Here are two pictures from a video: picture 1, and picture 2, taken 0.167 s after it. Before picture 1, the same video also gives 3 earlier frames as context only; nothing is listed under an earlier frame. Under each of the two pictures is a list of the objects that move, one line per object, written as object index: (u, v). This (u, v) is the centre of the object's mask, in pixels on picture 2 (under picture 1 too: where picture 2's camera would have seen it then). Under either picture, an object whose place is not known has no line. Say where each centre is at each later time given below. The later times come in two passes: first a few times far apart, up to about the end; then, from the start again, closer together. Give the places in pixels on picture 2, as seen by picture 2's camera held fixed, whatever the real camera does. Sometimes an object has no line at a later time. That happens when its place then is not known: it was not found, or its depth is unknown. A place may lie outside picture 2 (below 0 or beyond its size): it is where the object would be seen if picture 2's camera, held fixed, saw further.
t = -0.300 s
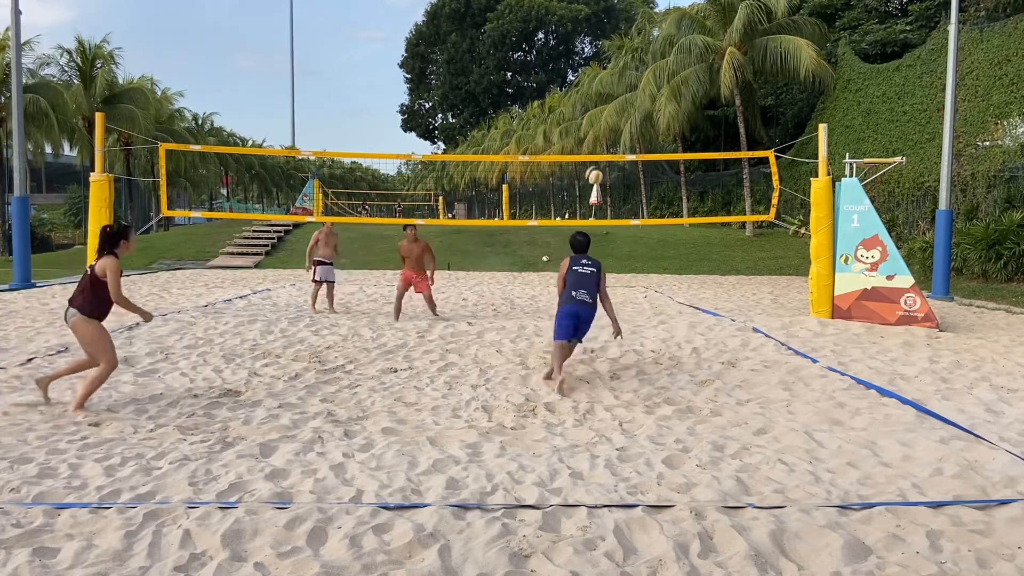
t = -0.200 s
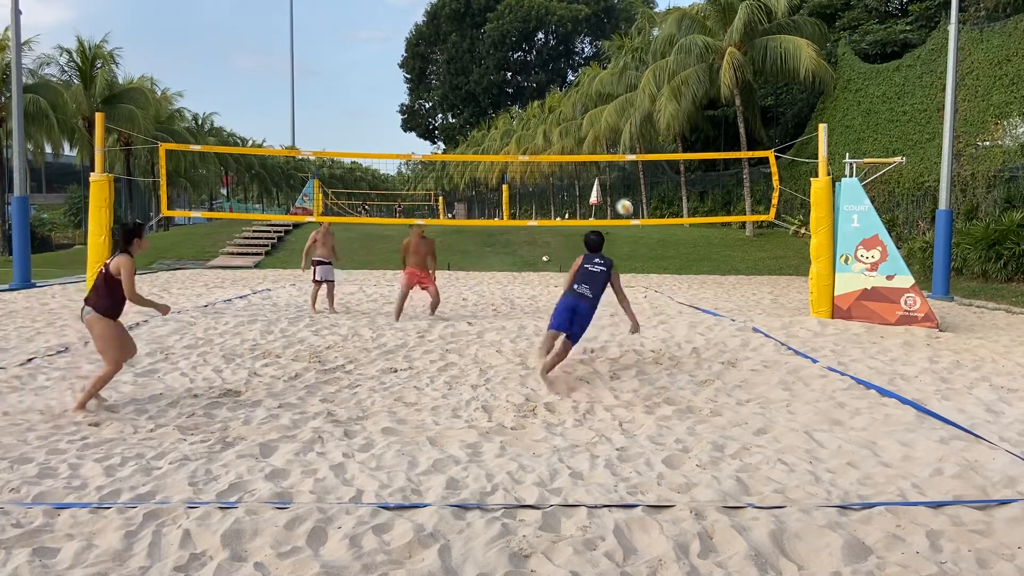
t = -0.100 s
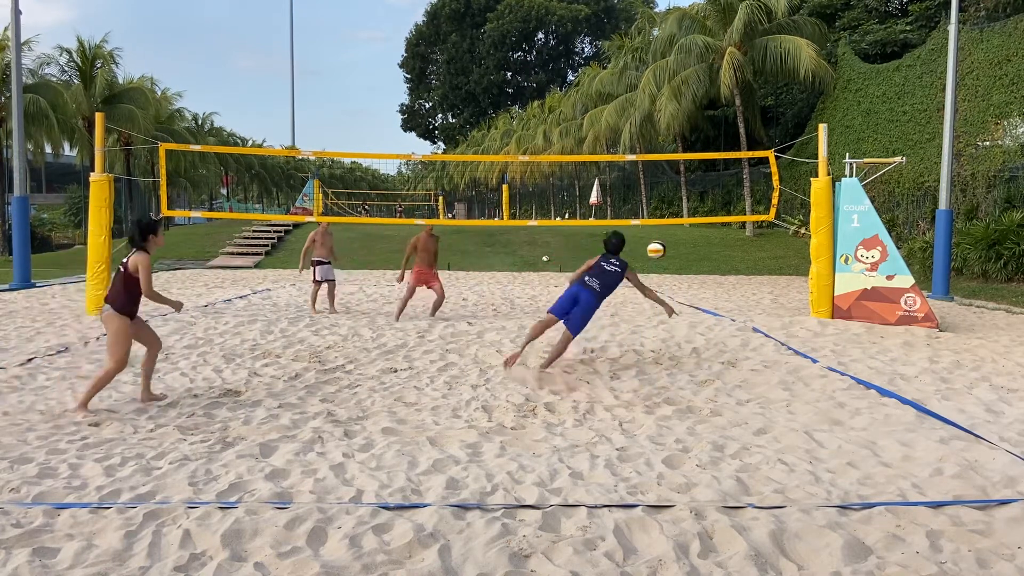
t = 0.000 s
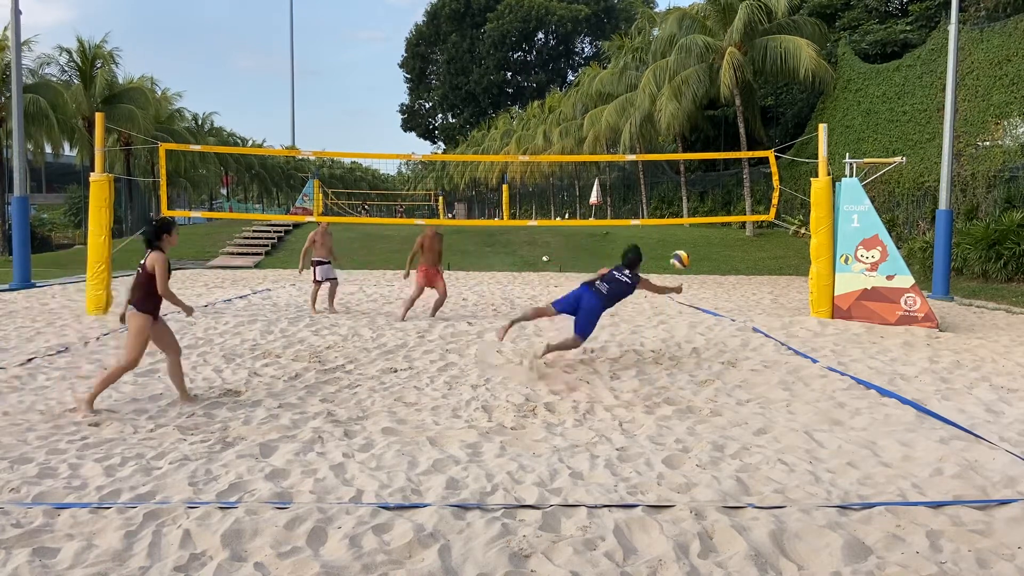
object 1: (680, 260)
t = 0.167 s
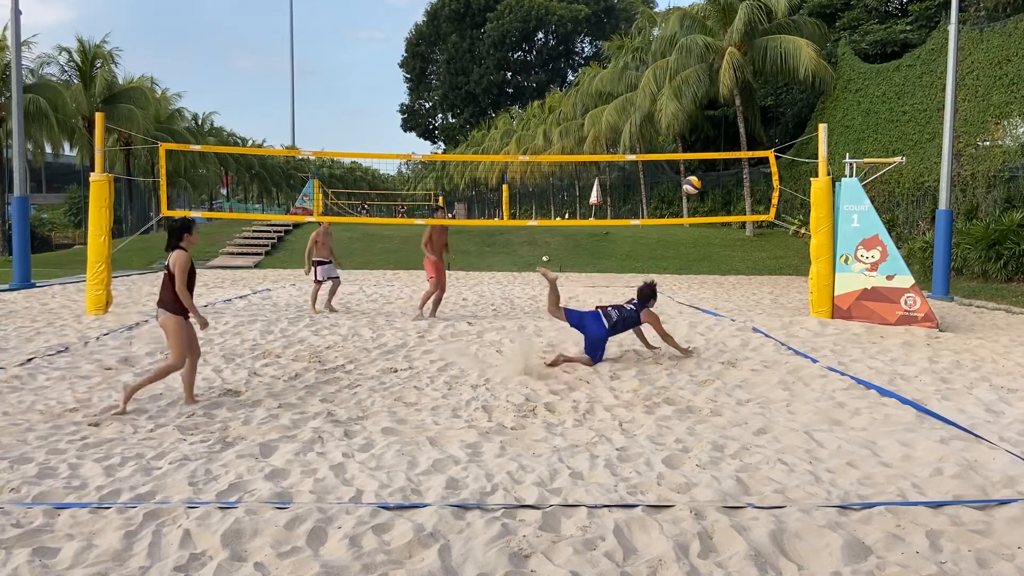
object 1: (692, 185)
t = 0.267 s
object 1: (698, 155)
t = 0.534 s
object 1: (711, 121)
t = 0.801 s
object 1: (718, 137)
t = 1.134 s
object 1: (721, 208)
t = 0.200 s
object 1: (694, 174)
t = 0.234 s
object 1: (695, 164)
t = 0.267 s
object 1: (698, 155)
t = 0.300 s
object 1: (699, 147)
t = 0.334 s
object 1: (701, 141)
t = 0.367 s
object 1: (703, 135)
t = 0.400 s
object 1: (705, 130)
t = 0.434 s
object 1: (706, 127)
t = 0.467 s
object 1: (708, 124)
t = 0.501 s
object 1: (709, 122)
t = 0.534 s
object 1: (711, 121)
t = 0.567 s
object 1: (712, 120)
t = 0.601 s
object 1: (713, 120)
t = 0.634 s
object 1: (714, 122)
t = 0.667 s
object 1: (715, 124)
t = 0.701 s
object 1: (716, 126)
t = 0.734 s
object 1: (717, 129)
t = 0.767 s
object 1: (717, 133)
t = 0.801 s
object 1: (718, 137)
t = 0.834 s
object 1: (719, 142)
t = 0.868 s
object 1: (719, 147)
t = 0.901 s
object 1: (720, 150)
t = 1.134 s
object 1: (721, 208)
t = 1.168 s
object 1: (722, 215)
